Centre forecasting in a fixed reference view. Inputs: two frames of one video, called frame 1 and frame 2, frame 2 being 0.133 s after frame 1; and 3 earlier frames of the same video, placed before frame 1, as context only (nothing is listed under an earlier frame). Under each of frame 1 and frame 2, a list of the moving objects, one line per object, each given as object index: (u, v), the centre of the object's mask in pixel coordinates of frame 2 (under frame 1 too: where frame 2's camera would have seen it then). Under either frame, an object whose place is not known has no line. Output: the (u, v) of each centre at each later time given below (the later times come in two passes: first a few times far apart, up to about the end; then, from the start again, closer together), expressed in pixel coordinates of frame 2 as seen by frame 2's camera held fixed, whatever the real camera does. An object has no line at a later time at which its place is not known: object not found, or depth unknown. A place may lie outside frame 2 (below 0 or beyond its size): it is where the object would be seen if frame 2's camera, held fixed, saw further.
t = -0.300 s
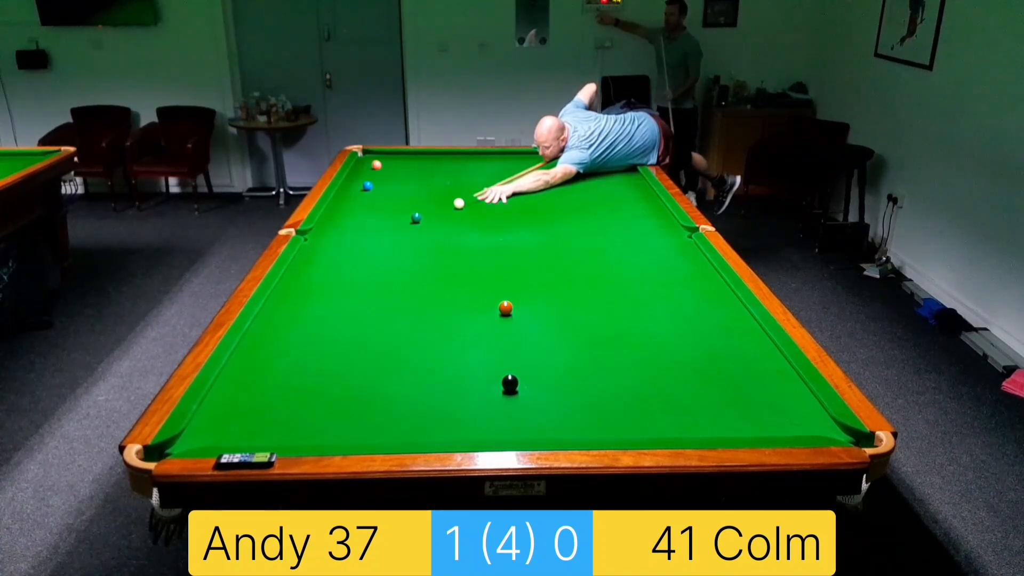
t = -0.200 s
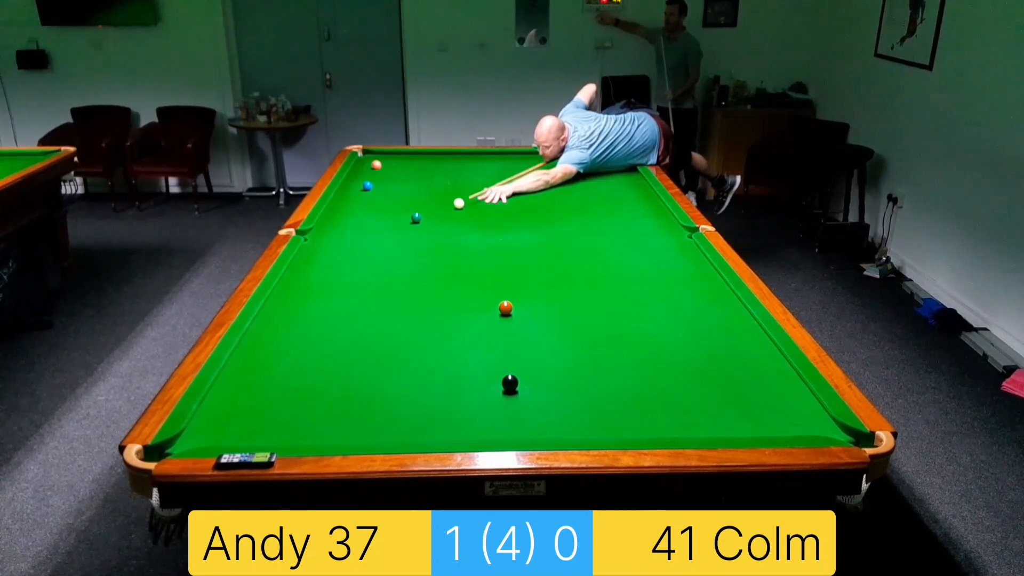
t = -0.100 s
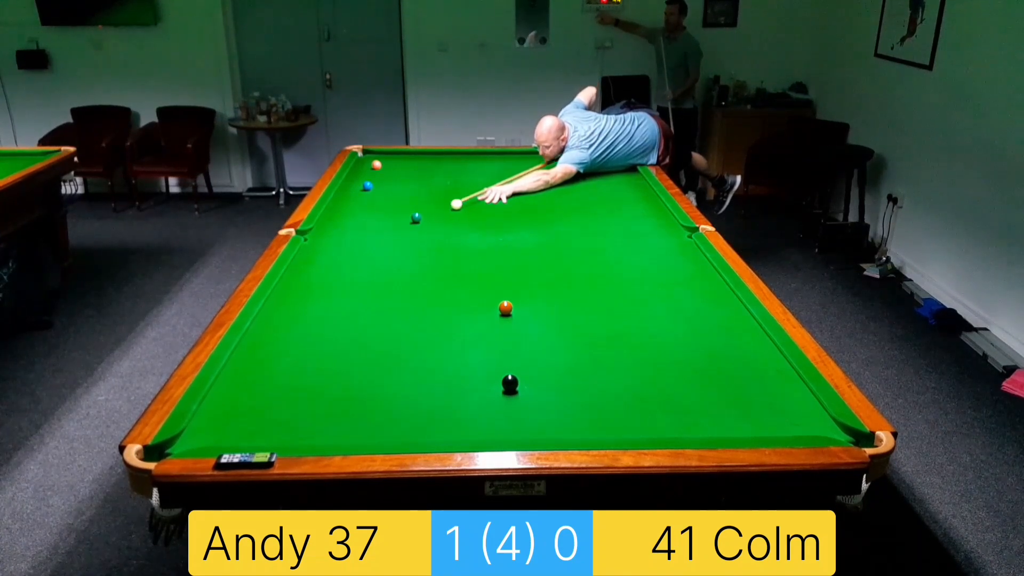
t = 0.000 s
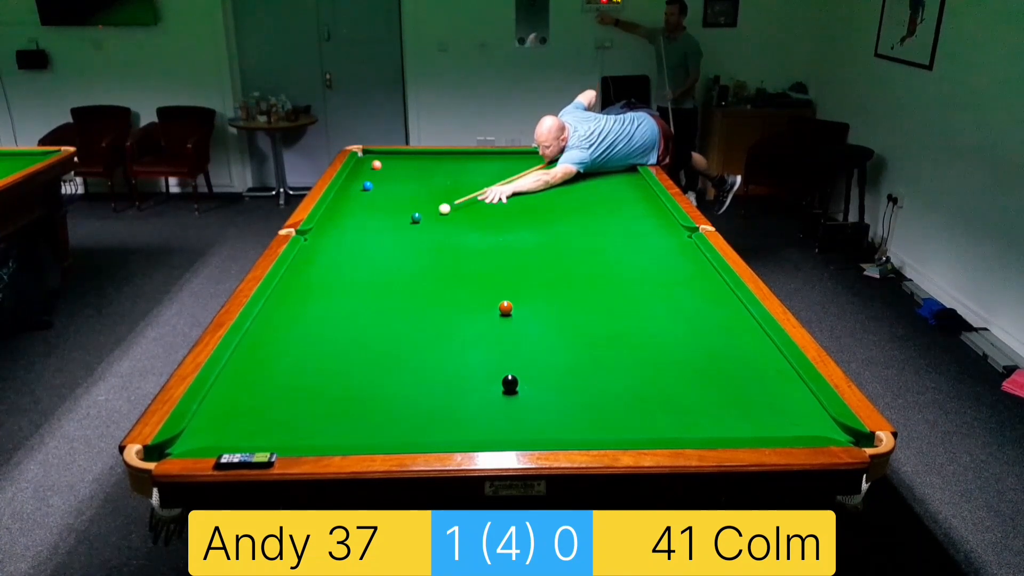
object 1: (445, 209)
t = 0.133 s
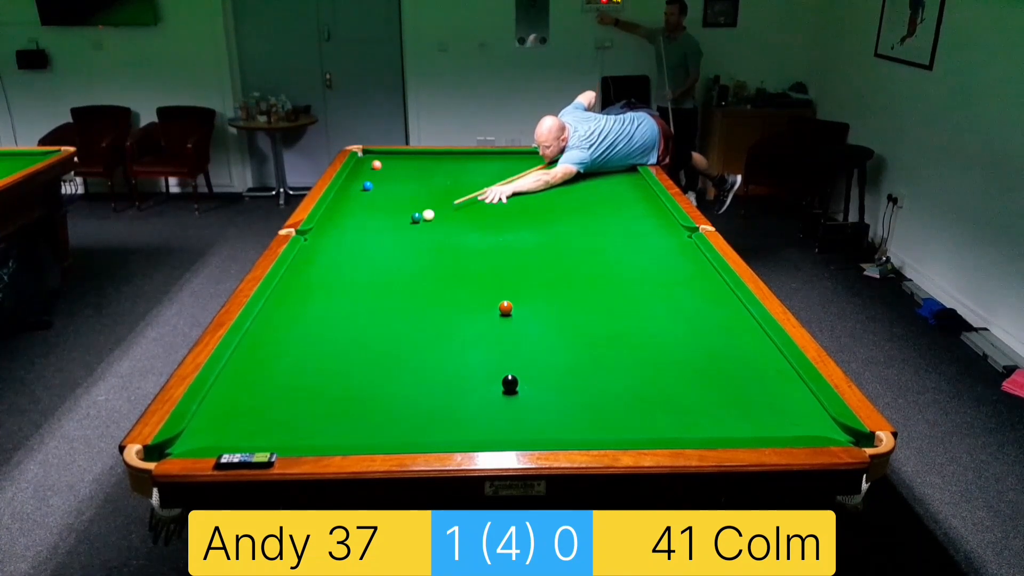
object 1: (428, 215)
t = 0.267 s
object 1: (427, 219)
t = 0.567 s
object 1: (425, 227)
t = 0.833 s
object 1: (424, 234)
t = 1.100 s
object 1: (422, 242)
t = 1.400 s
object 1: (420, 250)
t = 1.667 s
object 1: (419, 257)
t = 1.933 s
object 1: (418, 264)
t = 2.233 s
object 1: (417, 271)
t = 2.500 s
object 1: (416, 277)
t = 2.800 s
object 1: (416, 284)
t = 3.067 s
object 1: (416, 289)
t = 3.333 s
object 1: (415, 294)
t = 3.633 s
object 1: (415, 299)
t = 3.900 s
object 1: (414, 303)
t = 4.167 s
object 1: (414, 306)
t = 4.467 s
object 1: (414, 308)
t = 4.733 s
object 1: (414, 310)
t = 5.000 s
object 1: (414, 311)
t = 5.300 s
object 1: (415, 311)
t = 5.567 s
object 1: (415, 311)
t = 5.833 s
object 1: (415, 311)
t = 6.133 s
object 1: (415, 311)
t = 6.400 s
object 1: (415, 311)
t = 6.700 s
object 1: (415, 311)
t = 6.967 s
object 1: (415, 311)
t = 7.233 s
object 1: (415, 311)
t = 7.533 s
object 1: (415, 311)
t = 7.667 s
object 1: (415, 311)
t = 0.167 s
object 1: (426, 216)
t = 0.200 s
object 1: (427, 217)
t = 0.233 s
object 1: (427, 218)
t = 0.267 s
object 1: (427, 219)
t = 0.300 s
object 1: (427, 220)
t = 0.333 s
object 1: (426, 220)
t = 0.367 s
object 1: (426, 221)
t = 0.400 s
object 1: (426, 222)
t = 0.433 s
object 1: (426, 223)
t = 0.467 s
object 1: (426, 224)
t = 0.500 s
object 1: (425, 225)
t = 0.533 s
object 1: (425, 226)
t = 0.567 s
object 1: (425, 227)
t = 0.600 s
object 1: (425, 228)
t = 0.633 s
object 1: (425, 229)
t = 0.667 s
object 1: (424, 230)
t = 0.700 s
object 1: (424, 231)
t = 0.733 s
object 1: (424, 231)
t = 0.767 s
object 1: (424, 232)
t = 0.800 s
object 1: (424, 233)
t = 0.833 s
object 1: (424, 234)
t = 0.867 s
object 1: (423, 235)
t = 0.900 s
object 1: (423, 236)
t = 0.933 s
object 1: (423, 237)
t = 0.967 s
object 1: (423, 238)
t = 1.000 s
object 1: (423, 239)
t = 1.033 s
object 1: (422, 240)
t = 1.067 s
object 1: (422, 241)
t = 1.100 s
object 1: (422, 242)
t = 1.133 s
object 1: (422, 242)
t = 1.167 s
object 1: (421, 243)
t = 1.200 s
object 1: (421, 244)
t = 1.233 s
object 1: (421, 245)
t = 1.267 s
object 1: (421, 246)
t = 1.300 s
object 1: (421, 247)
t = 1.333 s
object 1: (421, 248)
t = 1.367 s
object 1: (420, 249)
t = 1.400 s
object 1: (420, 250)
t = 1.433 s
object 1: (420, 250)
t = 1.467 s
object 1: (420, 251)
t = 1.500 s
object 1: (420, 252)
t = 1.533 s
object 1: (420, 253)
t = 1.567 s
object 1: (419, 254)
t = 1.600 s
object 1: (419, 255)
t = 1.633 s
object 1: (419, 256)
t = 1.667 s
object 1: (419, 257)
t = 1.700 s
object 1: (419, 258)
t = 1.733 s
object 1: (419, 258)
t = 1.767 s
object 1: (419, 259)
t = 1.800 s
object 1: (418, 260)
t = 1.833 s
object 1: (418, 261)
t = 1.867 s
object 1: (418, 262)
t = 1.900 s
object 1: (418, 263)
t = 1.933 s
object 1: (418, 264)
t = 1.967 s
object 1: (418, 264)
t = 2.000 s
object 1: (418, 265)
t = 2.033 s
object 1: (418, 266)
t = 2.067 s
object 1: (418, 267)
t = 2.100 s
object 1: (417, 268)
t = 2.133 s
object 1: (417, 268)
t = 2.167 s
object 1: (417, 269)
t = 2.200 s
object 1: (417, 270)
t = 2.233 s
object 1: (417, 271)
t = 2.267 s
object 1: (417, 272)
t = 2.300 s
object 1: (417, 272)
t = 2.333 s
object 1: (417, 273)
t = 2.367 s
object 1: (417, 274)
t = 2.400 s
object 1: (417, 275)
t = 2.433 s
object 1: (417, 275)
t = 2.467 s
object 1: (416, 276)
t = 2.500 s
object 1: (416, 277)
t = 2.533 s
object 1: (416, 278)
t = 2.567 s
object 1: (416, 279)
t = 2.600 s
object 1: (416, 279)
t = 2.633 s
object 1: (416, 280)
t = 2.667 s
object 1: (416, 281)
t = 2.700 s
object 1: (416, 282)
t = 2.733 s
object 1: (416, 282)
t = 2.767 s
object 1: (416, 283)
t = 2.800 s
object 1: (416, 284)
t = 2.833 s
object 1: (416, 284)
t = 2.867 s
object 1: (416, 285)
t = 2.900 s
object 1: (416, 286)
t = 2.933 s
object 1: (416, 286)
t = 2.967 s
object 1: (416, 287)
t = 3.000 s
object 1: (416, 288)
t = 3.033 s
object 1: (415, 288)
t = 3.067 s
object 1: (416, 289)
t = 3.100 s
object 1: (415, 290)
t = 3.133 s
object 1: (415, 290)
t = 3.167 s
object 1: (415, 291)
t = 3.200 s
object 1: (415, 292)
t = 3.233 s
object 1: (415, 292)
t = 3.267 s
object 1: (415, 293)
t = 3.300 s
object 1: (415, 293)
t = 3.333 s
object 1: (415, 294)
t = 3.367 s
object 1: (415, 295)
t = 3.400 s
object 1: (415, 295)
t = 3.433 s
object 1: (415, 296)
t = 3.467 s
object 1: (415, 296)
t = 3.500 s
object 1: (415, 297)
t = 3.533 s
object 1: (415, 297)
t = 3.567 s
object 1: (415, 298)
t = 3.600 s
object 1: (415, 298)
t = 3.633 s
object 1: (415, 299)
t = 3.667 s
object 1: (415, 299)
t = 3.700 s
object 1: (415, 300)
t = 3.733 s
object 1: (414, 300)
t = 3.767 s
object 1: (415, 301)
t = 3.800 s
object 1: (415, 301)
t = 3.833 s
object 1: (414, 302)
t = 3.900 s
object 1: (414, 303)
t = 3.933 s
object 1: (414, 303)
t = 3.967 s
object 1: (414, 303)
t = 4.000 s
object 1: (414, 304)
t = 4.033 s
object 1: (414, 305)
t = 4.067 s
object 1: (414, 305)
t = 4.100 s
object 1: (414, 305)
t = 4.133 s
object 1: (414, 306)
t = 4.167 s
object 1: (414, 306)
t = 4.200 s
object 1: (414, 306)
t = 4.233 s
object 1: (414, 307)
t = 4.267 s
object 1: (414, 307)
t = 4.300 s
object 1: (414, 307)
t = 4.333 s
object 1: (414, 307)
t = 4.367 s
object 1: (414, 308)
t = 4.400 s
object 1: (414, 308)
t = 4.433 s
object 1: (414, 308)
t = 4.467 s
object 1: (414, 308)
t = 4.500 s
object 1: (414, 309)
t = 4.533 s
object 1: (414, 309)
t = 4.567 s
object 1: (414, 309)
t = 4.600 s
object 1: (414, 309)
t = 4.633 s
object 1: (414, 310)
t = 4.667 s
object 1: (414, 310)
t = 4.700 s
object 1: (414, 310)
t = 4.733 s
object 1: (414, 310)
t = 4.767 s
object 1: (414, 310)
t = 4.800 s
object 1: (414, 310)
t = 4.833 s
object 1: (414, 310)
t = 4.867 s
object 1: (414, 310)
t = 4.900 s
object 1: (414, 310)
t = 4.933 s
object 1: (414, 311)
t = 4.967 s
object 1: (414, 311)
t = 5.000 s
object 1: (414, 311)
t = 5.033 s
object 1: (414, 311)
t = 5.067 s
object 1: (414, 311)
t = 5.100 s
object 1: (414, 311)
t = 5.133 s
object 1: (414, 311)
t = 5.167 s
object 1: (415, 311)
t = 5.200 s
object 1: (415, 311)
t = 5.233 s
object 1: (415, 311)
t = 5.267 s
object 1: (415, 311)
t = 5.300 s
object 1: (415, 311)
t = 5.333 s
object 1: (415, 311)
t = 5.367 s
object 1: (415, 311)
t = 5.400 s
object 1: (415, 311)
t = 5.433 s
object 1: (415, 311)
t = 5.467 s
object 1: (415, 311)
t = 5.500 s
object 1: (415, 311)
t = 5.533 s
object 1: (415, 311)
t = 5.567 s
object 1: (415, 311)
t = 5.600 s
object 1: (415, 311)
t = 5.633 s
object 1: (415, 311)
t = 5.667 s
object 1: (415, 311)
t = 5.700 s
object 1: (415, 311)
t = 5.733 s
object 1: (415, 311)
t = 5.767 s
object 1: (415, 311)
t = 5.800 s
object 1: (415, 311)
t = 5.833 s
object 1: (415, 311)
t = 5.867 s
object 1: (415, 311)
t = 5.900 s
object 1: (415, 311)
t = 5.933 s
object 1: (415, 311)
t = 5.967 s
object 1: (415, 311)
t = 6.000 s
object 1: (415, 311)
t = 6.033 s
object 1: (415, 311)
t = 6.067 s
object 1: (415, 311)
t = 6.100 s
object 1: (415, 311)
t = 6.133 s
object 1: (415, 311)
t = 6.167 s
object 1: (415, 311)
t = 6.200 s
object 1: (415, 311)
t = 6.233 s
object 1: (415, 311)
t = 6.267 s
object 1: (415, 311)
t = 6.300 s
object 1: (415, 311)
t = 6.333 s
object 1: (415, 311)
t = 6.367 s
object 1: (415, 311)
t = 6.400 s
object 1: (415, 311)
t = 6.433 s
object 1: (415, 311)
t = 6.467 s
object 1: (415, 311)
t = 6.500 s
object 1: (415, 311)
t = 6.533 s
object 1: (415, 311)
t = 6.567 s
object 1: (415, 311)
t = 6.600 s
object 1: (415, 311)
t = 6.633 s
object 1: (415, 311)
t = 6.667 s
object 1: (415, 311)
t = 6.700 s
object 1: (415, 311)
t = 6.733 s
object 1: (415, 311)
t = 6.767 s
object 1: (415, 311)
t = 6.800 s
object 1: (415, 311)
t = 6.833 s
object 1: (415, 311)
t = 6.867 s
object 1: (415, 311)
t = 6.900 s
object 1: (415, 311)
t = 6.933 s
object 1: (415, 311)
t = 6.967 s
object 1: (415, 311)
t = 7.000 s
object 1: (415, 311)
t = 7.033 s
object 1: (415, 311)
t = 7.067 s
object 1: (415, 311)
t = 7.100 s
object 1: (415, 311)
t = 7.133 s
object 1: (415, 311)
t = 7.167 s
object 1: (415, 311)
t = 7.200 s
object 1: (415, 311)
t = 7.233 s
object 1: (415, 311)
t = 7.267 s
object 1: (415, 311)
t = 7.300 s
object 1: (415, 311)
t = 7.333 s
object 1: (415, 311)
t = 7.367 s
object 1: (415, 311)
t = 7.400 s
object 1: (415, 311)
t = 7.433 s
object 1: (415, 311)
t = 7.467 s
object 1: (415, 311)
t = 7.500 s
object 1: (415, 311)
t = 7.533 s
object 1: (415, 311)
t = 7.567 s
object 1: (415, 311)
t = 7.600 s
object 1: (415, 311)
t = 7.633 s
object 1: (415, 311)
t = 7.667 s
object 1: (415, 311)
